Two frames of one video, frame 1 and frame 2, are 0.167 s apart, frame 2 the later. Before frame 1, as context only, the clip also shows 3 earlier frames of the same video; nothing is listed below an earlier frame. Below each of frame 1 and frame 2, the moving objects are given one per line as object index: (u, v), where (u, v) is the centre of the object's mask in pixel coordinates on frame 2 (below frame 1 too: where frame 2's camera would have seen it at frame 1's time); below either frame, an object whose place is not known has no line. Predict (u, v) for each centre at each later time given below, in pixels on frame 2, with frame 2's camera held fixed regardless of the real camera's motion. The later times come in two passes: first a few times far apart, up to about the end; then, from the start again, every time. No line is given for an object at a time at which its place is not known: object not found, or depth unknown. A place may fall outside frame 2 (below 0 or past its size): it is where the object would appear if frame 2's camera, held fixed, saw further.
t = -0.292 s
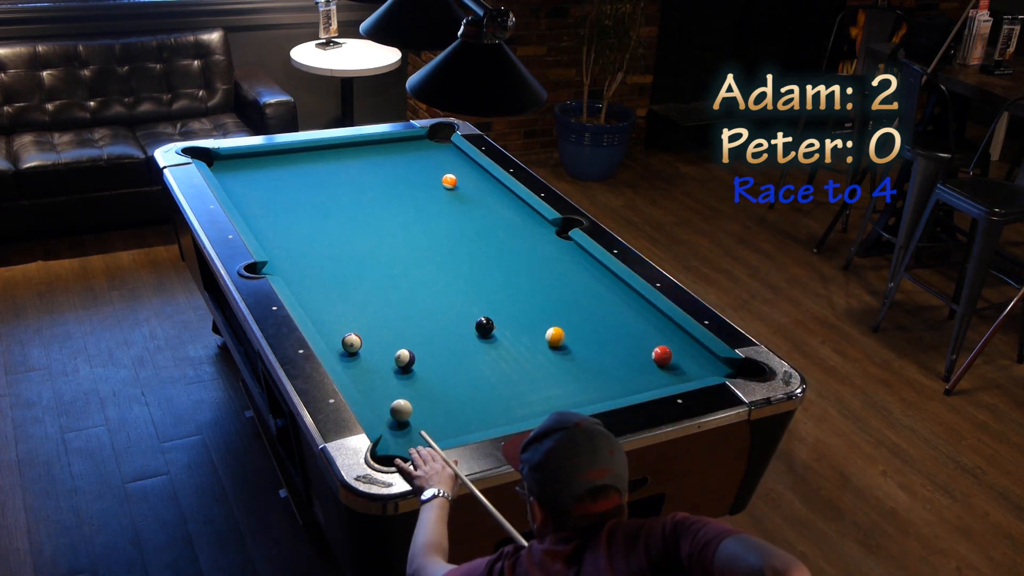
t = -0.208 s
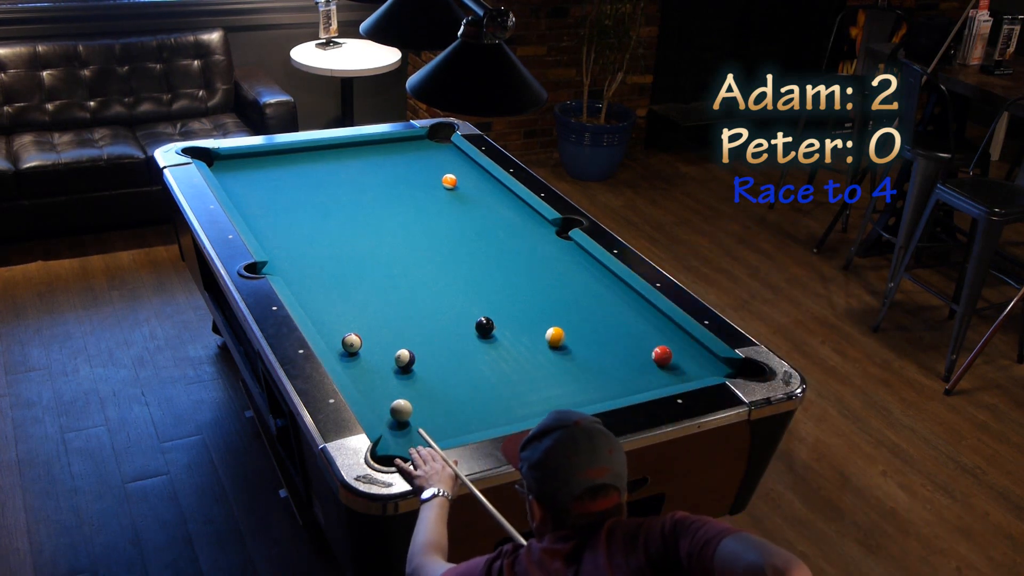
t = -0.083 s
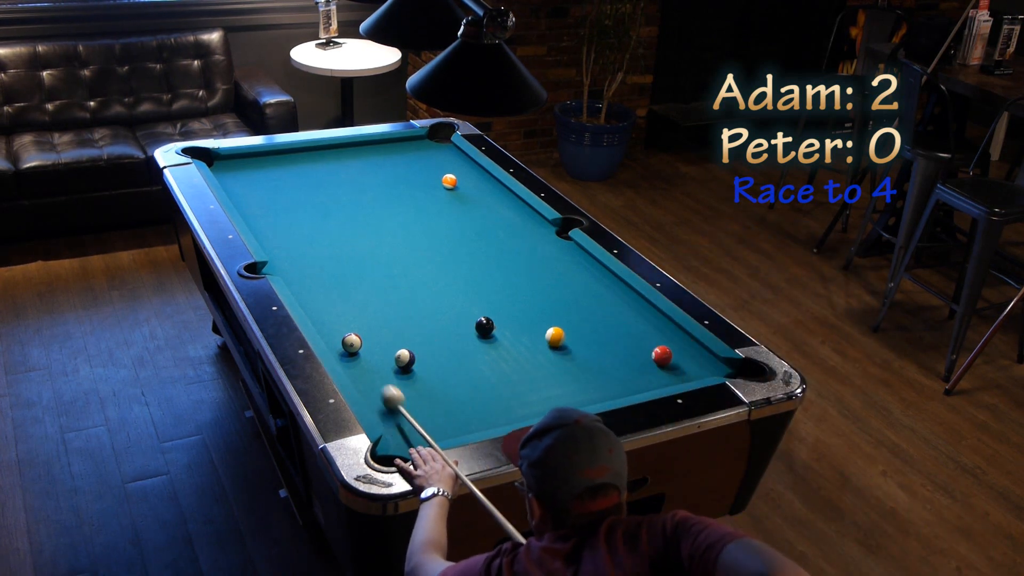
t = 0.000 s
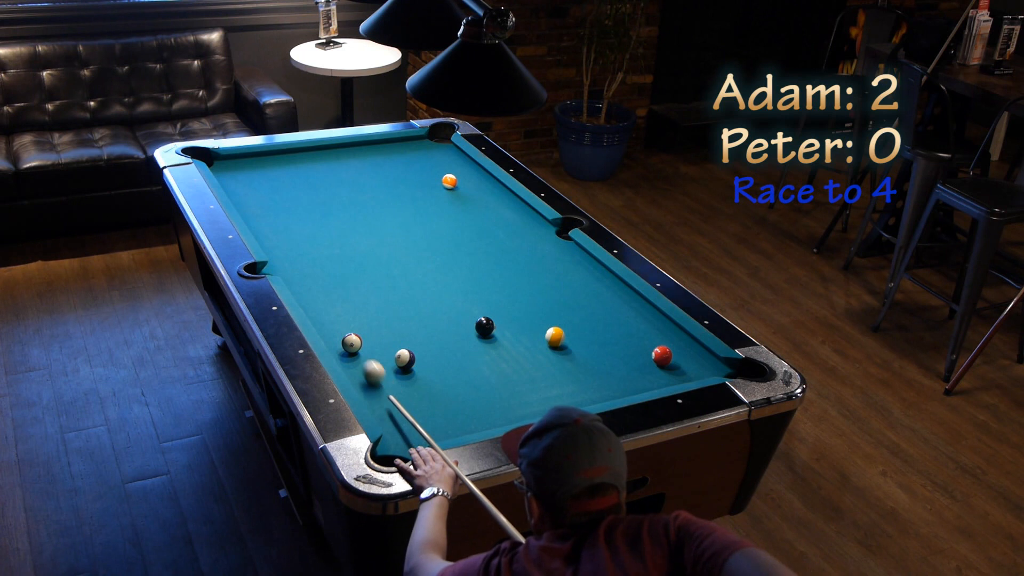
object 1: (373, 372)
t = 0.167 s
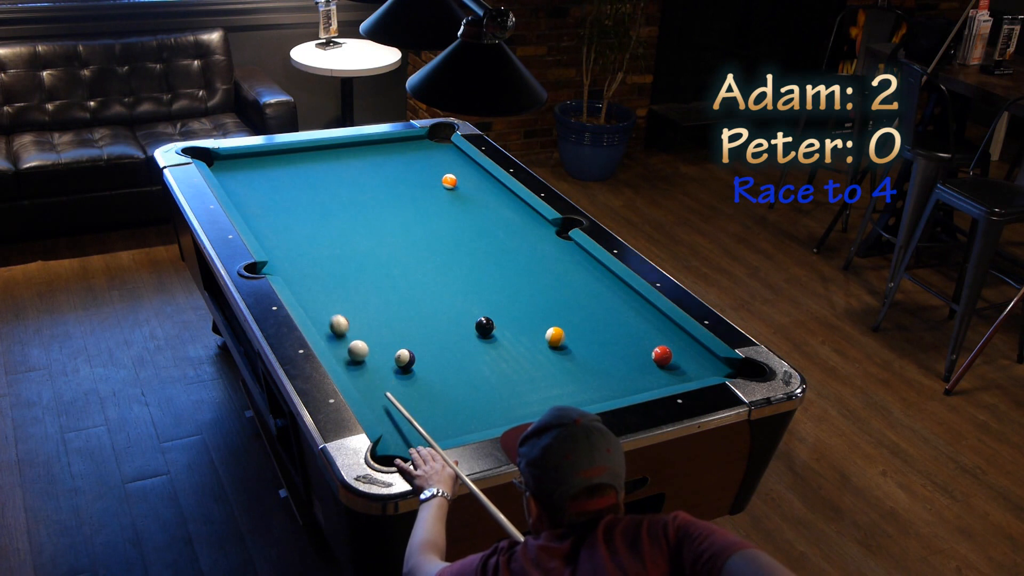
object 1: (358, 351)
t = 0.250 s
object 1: (355, 346)
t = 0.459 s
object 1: (346, 334)
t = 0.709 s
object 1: (337, 321)
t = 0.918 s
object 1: (330, 311)
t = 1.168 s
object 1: (321, 301)
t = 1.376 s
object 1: (315, 293)
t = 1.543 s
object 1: (311, 287)
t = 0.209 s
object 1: (356, 348)
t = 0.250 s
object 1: (355, 346)
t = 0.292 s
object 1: (353, 344)
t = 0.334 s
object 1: (351, 341)
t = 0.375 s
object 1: (349, 339)
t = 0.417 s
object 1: (348, 336)
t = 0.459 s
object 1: (346, 334)
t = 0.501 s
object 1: (345, 332)
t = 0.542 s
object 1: (343, 330)
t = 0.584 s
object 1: (342, 328)
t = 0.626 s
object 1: (340, 325)
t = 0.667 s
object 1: (338, 323)
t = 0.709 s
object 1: (337, 321)
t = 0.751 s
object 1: (335, 319)
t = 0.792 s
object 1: (334, 317)
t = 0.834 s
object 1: (333, 315)
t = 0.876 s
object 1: (331, 313)
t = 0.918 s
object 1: (330, 311)
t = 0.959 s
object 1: (328, 310)
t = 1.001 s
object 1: (327, 308)
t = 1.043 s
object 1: (325, 306)
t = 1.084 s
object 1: (324, 304)
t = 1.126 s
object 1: (323, 303)
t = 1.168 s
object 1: (321, 301)
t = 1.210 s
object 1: (320, 299)
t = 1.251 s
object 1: (319, 298)
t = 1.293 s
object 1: (318, 296)
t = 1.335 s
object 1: (316, 295)
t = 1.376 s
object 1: (315, 293)
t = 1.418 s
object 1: (314, 292)
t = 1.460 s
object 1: (313, 290)
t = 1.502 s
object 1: (312, 288)
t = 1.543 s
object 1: (311, 287)
